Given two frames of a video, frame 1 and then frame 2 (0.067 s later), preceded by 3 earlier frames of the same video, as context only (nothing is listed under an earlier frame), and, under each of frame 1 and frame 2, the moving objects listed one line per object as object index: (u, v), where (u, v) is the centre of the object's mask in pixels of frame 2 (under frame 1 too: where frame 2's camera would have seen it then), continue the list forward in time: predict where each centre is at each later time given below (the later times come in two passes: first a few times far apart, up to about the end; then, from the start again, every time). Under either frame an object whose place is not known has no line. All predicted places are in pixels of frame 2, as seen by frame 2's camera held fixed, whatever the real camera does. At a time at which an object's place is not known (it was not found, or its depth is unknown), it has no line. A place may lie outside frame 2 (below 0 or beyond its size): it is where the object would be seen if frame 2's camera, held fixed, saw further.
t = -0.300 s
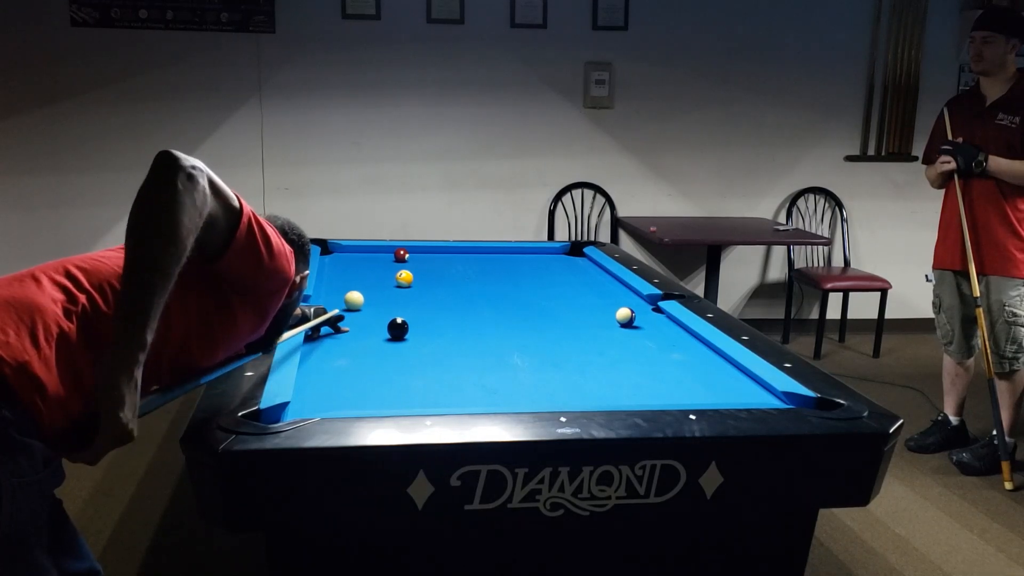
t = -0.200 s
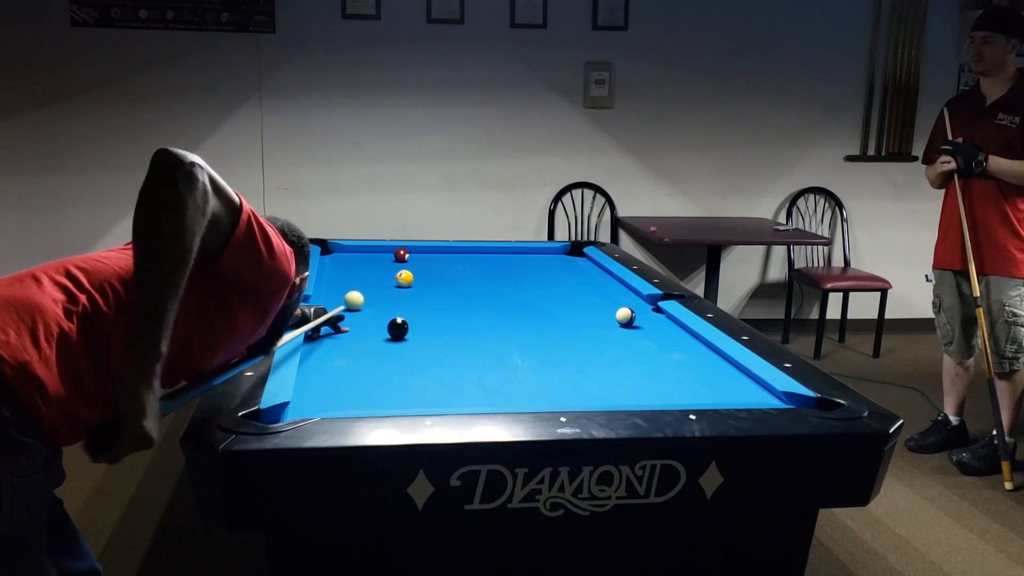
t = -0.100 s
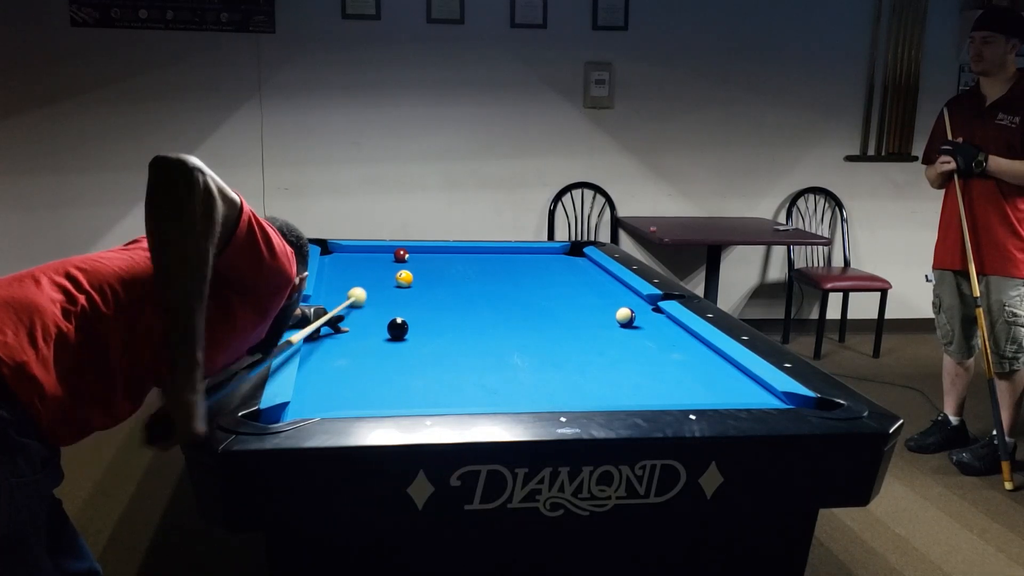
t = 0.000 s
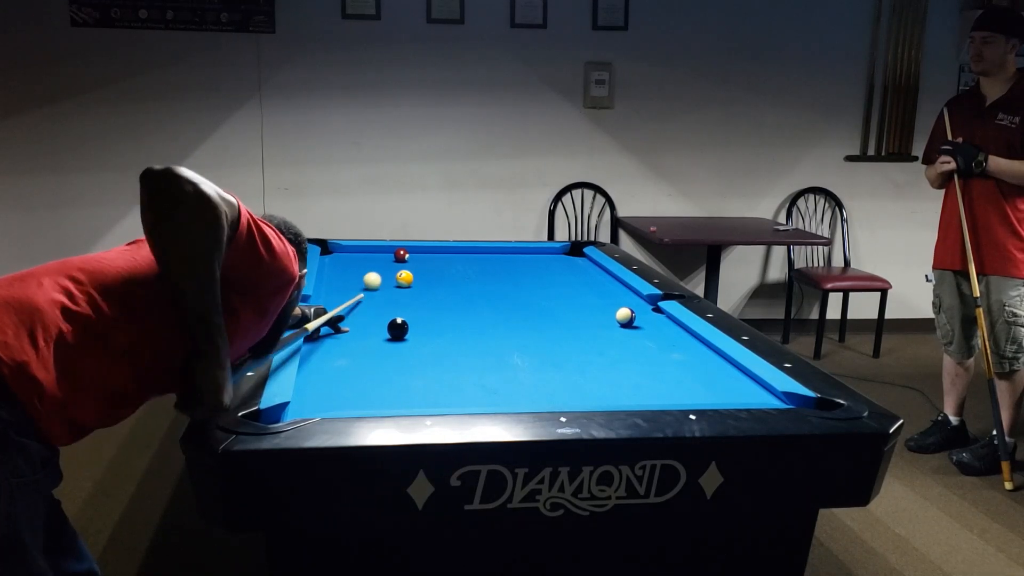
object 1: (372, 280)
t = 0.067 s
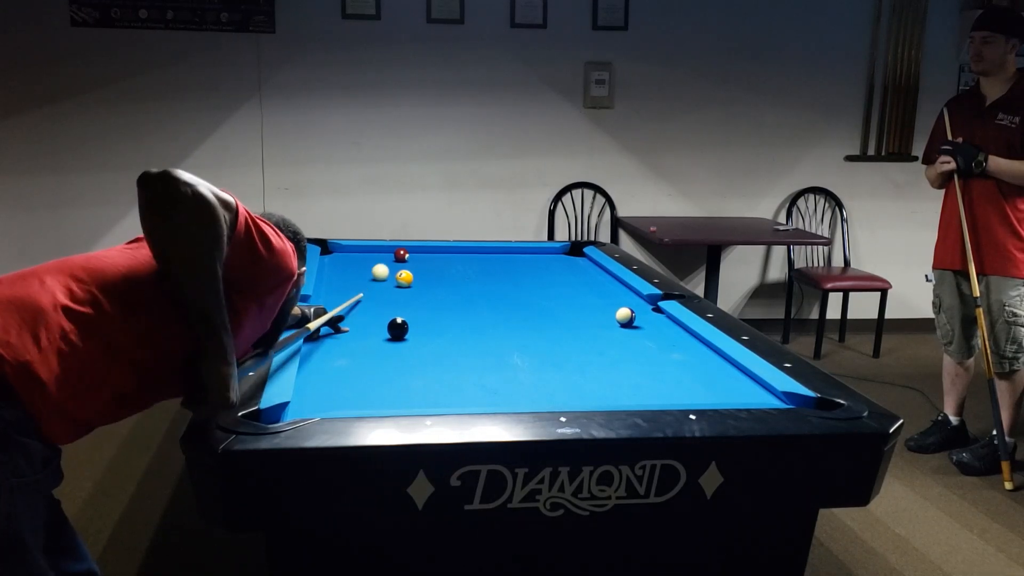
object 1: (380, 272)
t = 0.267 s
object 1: (387, 256)
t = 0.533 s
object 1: (362, 248)
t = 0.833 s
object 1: (348, 253)
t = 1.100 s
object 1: (336, 257)
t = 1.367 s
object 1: (327, 262)
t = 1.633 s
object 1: (333, 265)
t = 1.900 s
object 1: (339, 269)
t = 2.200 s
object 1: (345, 272)
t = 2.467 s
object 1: (350, 275)
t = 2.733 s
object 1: (354, 278)
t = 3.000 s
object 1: (359, 280)
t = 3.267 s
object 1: (363, 283)
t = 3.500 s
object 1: (365, 284)
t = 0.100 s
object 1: (384, 268)
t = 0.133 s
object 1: (387, 264)
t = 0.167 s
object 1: (391, 261)
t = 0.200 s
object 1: (394, 258)
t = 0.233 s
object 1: (392, 256)
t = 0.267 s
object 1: (387, 256)
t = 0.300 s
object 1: (383, 255)
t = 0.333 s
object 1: (379, 254)
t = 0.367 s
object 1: (376, 254)
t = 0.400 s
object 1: (373, 252)
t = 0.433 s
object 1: (370, 251)
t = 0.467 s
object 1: (367, 250)
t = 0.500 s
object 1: (365, 249)
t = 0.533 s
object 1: (362, 248)
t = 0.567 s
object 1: (360, 248)
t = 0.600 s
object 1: (359, 249)
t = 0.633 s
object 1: (357, 249)
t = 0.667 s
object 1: (356, 250)
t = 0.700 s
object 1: (354, 250)
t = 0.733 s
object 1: (353, 251)
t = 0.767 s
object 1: (351, 251)
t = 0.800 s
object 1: (350, 252)
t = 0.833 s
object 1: (348, 253)
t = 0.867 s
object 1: (347, 253)
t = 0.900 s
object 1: (345, 253)
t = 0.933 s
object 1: (344, 254)
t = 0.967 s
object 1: (342, 255)
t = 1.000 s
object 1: (341, 255)
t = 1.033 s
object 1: (339, 256)
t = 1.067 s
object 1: (338, 256)
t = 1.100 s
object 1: (336, 257)
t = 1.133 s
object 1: (335, 258)
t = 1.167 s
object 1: (333, 258)
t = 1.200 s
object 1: (332, 259)
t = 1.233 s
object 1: (330, 260)
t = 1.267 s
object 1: (328, 260)
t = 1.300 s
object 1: (327, 261)
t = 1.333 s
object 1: (327, 261)
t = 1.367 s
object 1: (327, 262)
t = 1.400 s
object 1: (328, 262)
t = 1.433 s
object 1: (329, 263)
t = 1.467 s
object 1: (329, 263)
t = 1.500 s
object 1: (330, 263)
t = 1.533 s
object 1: (331, 264)
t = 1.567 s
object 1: (332, 264)
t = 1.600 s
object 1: (332, 265)
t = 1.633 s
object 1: (333, 265)
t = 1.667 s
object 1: (334, 266)
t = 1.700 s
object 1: (334, 266)
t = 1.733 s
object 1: (335, 267)
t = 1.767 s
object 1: (336, 267)
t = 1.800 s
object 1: (337, 268)
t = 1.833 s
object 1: (337, 268)
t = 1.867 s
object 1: (338, 268)
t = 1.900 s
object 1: (339, 269)
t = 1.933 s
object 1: (339, 269)
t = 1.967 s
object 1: (340, 269)
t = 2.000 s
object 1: (340, 270)
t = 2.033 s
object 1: (341, 270)
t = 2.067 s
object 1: (342, 271)
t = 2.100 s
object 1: (343, 271)
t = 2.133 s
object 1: (343, 272)
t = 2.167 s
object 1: (344, 272)
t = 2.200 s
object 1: (345, 272)
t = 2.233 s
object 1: (345, 273)
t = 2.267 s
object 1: (346, 273)
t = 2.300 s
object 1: (347, 274)
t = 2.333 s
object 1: (347, 274)
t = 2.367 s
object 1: (348, 274)
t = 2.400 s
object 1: (348, 275)
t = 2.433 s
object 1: (349, 275)
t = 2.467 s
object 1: (350, 275)
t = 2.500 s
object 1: (351, 276)
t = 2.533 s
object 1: (351, 276)
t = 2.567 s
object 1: (352, 276)
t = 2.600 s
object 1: (352, 277)
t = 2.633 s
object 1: (353, 277)
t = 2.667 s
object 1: (353, 278)
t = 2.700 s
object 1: (354, 278)
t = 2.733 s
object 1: (354, 278)
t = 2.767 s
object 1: (355, 278)
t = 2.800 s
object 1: (355, 279)
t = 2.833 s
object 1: (356, 279)
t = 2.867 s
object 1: (356, 279)
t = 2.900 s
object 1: (357, 280)
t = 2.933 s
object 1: (357, 280)
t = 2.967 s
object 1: (358, 280)
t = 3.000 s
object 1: (359, 280)
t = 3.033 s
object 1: (359, 281)
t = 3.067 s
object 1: (360, 281)
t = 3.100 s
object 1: (360, 281)
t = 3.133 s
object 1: (361, 282)
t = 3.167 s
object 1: (361, 282)
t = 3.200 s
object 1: (362, 282)
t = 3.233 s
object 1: (362, 282)
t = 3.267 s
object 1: (363, 283)
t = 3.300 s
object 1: (363, 283)
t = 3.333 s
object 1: (363, 283)
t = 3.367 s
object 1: (364, 284)
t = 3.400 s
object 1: (364, 284)
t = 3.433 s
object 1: (365, 284)
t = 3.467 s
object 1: (365, 284)
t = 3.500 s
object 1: (365, 284)
